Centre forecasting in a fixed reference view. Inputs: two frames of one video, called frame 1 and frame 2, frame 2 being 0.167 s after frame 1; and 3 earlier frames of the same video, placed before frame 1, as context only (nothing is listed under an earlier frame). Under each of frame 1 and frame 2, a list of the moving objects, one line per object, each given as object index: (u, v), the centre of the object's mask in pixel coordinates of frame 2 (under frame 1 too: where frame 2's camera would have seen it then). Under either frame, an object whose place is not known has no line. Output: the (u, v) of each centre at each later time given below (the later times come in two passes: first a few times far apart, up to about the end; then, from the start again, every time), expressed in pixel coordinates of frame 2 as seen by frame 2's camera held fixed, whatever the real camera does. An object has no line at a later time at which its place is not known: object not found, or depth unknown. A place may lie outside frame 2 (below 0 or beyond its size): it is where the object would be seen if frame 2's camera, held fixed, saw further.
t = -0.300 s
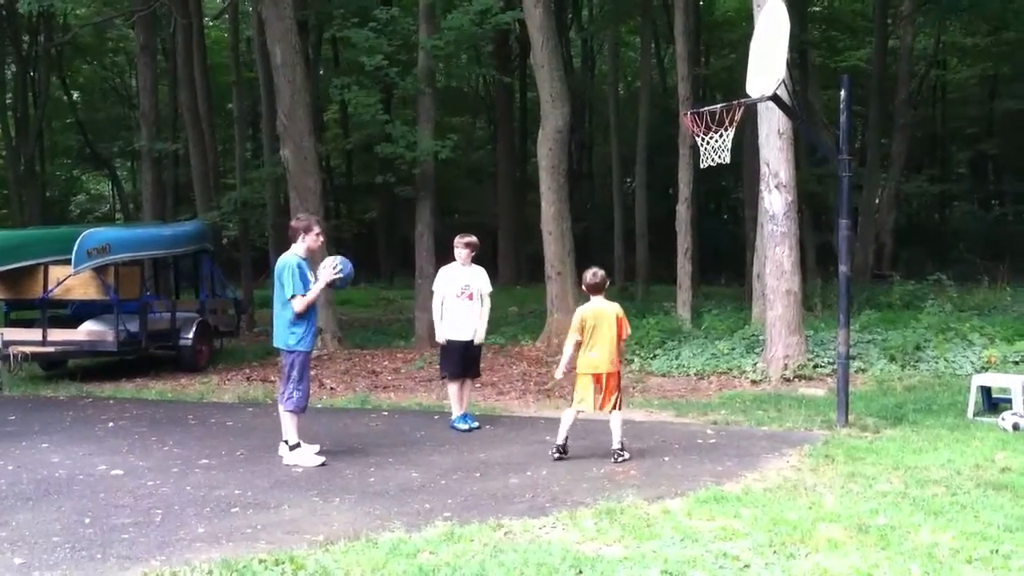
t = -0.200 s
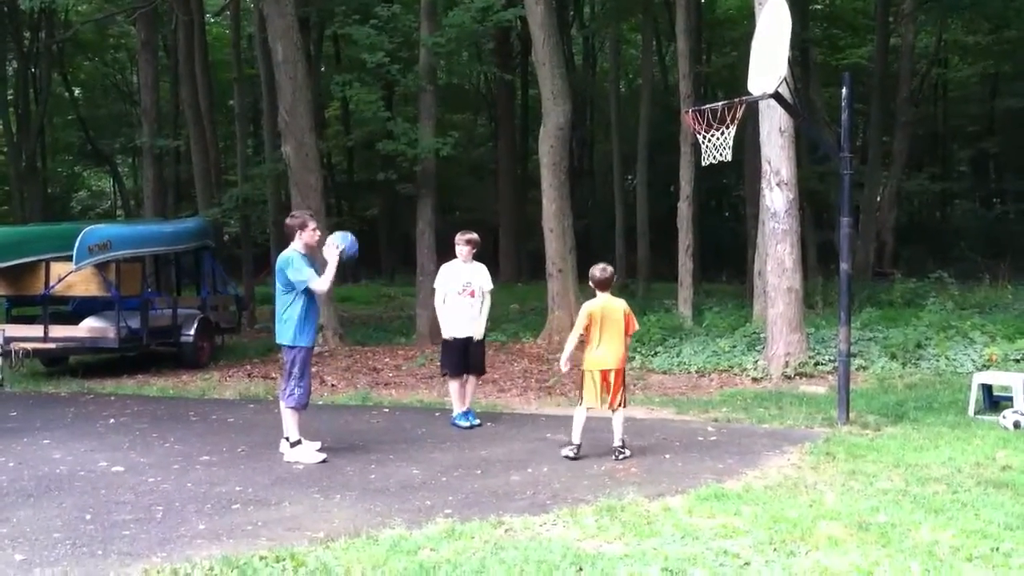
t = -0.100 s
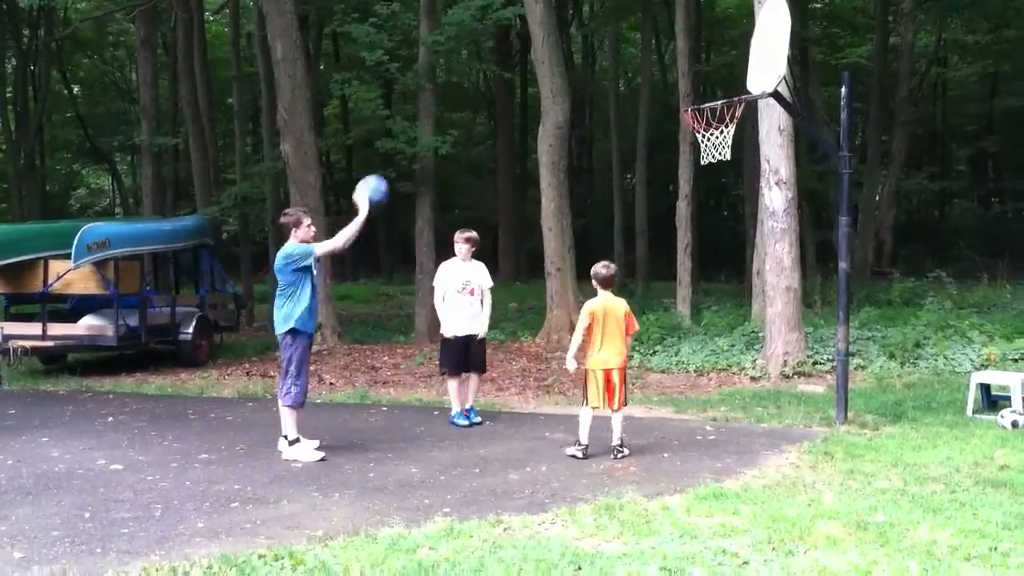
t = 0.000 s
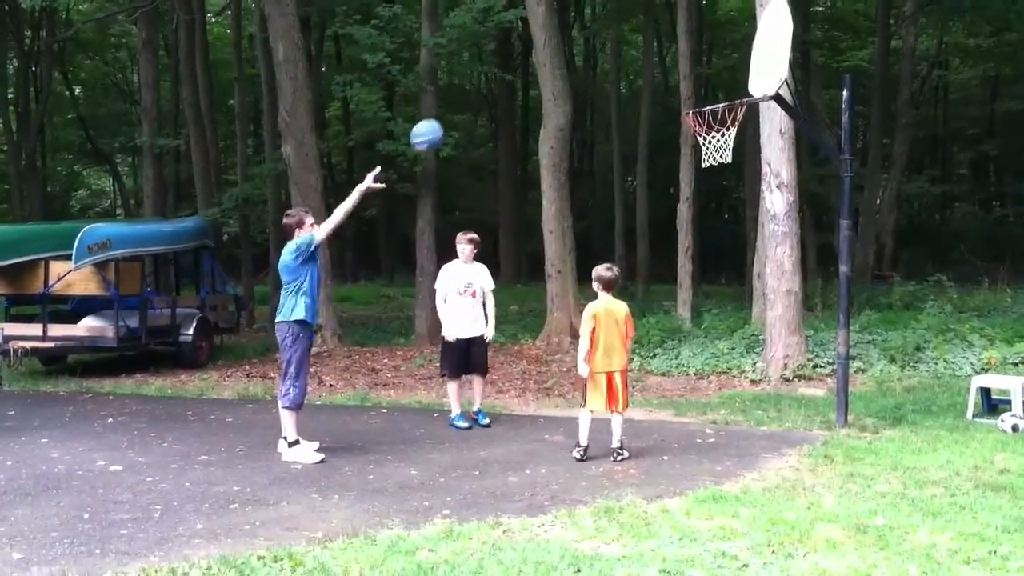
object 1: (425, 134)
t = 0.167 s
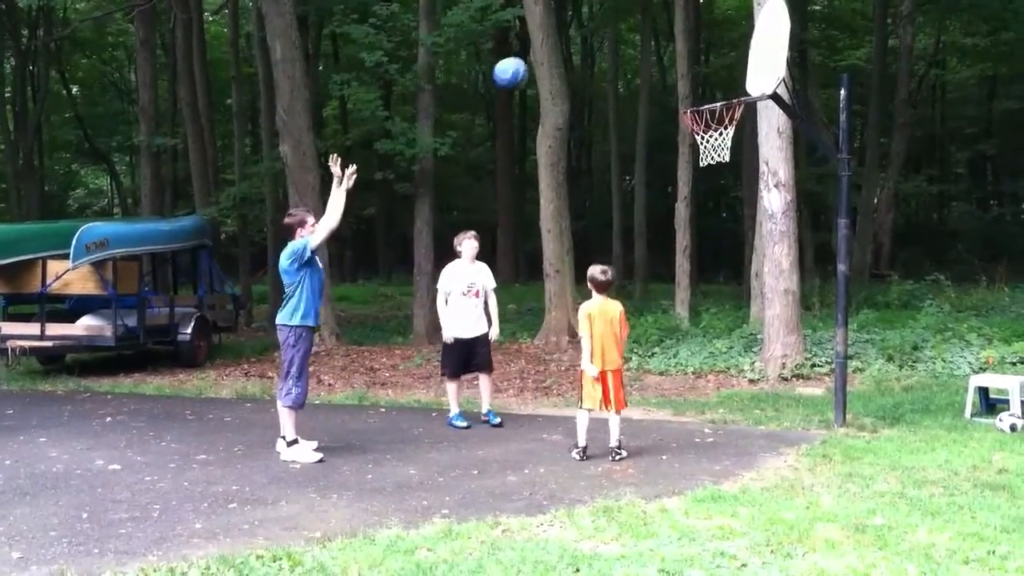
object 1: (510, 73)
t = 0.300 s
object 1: (575, 53)
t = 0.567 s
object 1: (694, 85)
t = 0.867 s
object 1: (742, 196)
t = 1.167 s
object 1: (758, 397)
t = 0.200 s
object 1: (525, 65)
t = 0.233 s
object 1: (544, 60)
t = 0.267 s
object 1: (561, 54)
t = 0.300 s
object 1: (575, 53)
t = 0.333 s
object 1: (591, 52)
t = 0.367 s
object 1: (605, 53)
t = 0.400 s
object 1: (622, 55)
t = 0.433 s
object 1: (635, 58)
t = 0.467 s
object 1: (651, 62)
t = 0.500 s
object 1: (665, 69)
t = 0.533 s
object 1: (681, 76)
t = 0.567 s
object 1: (694, 85)
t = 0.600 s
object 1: (708, 95)
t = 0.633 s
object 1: (721, 106)
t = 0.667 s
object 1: (730, 118)
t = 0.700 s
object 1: (735, 131)
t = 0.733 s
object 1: (735, 138)
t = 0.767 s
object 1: (737, 153)
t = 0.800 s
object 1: (739, 165)
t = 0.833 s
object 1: (740, 180)
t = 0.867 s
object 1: (742, 196)
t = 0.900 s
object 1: (744, 213)
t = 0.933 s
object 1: (746, 233)
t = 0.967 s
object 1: (748, 252)
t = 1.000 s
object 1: (749, 274)
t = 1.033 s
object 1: (751, 295)
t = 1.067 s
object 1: (753, 319)
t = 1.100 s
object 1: (754, 344)
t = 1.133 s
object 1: (756, 370)
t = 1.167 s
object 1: (758, 397)
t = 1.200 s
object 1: (758, 418)
